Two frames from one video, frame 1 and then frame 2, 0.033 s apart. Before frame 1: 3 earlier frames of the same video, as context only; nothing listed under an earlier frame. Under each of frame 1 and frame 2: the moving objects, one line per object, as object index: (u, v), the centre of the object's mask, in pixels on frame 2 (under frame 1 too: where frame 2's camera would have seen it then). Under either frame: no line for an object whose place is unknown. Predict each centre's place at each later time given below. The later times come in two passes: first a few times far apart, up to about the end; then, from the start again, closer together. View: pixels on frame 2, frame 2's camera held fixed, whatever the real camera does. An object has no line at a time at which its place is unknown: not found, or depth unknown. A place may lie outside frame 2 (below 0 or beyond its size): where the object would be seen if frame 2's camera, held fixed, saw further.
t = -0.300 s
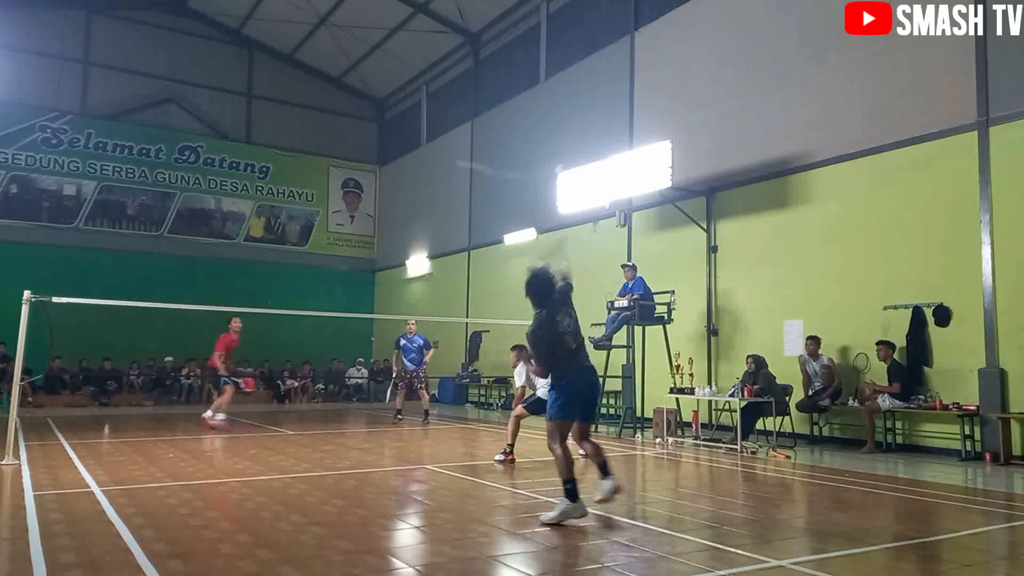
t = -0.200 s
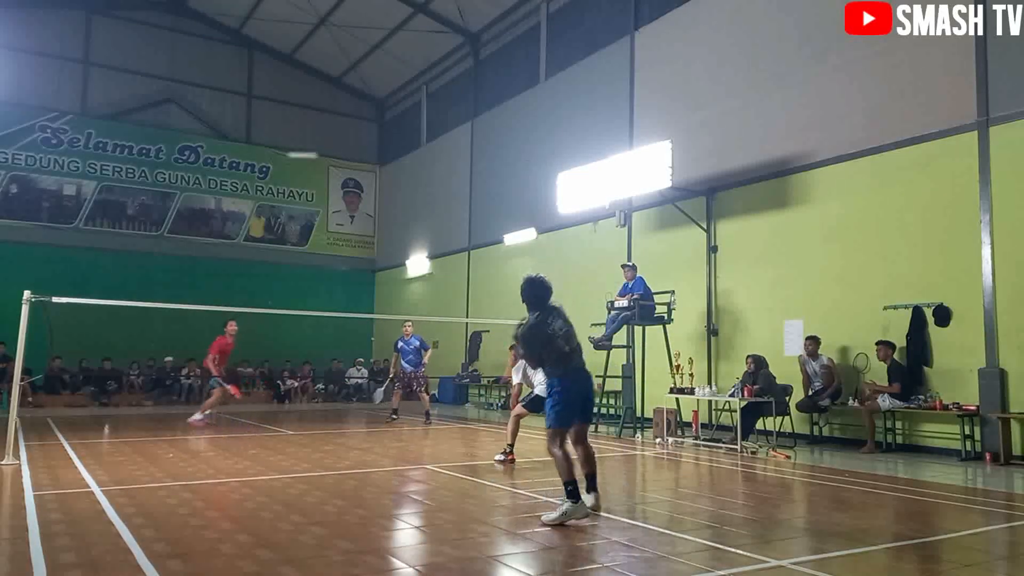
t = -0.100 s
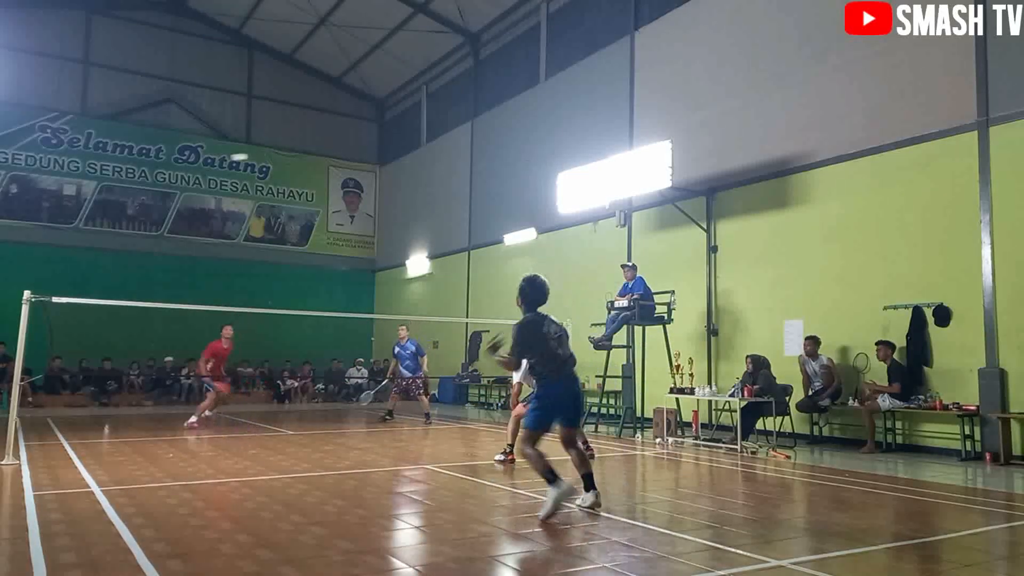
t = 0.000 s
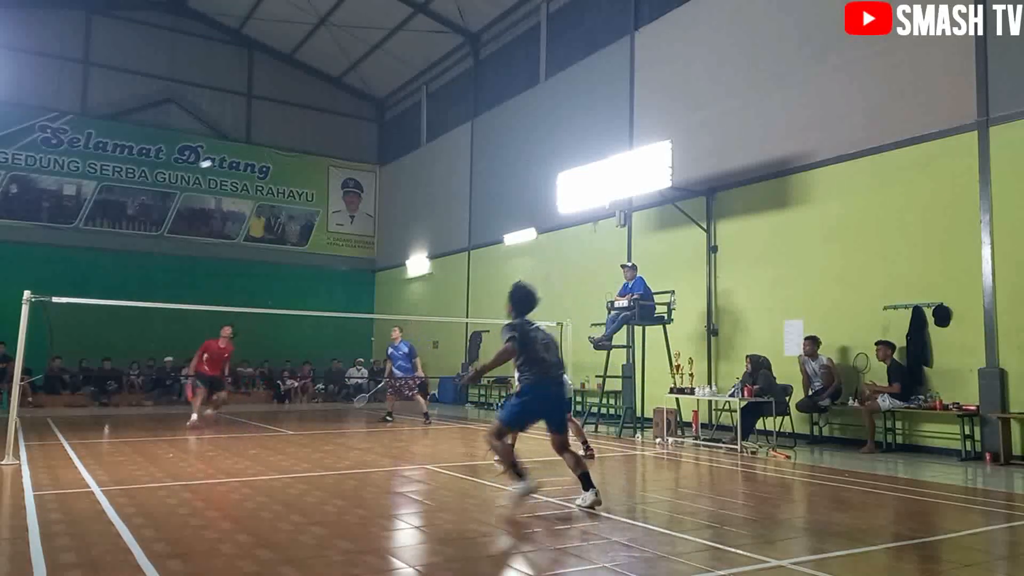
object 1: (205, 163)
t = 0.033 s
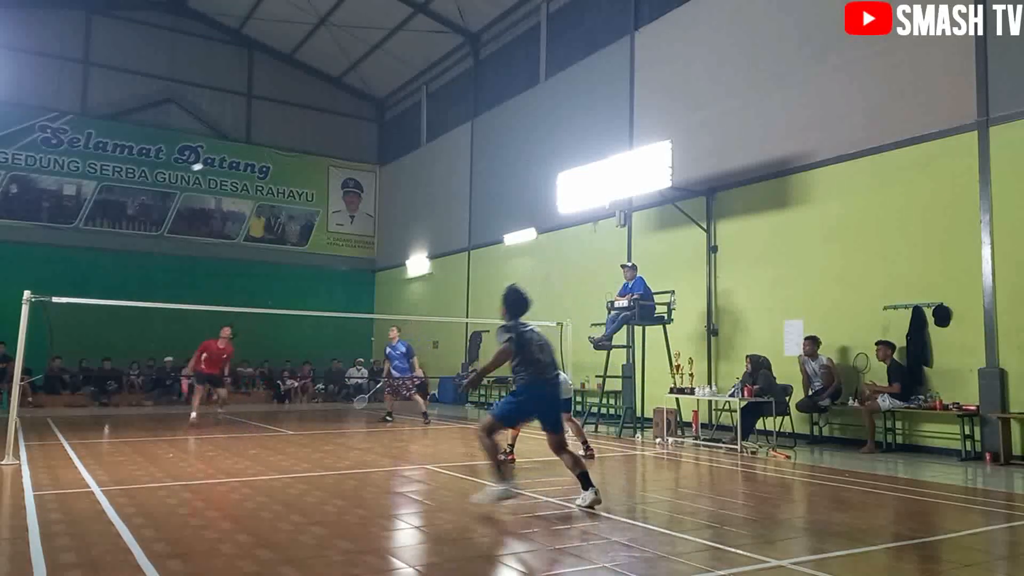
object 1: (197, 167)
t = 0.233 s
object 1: (161, 192)
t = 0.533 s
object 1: (129, 252)
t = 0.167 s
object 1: (171, 182)
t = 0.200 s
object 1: (166, 187)
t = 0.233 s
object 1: (161, 192)
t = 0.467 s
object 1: (135, 237)
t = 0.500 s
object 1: (132, 244)
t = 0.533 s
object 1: (129, 252)
